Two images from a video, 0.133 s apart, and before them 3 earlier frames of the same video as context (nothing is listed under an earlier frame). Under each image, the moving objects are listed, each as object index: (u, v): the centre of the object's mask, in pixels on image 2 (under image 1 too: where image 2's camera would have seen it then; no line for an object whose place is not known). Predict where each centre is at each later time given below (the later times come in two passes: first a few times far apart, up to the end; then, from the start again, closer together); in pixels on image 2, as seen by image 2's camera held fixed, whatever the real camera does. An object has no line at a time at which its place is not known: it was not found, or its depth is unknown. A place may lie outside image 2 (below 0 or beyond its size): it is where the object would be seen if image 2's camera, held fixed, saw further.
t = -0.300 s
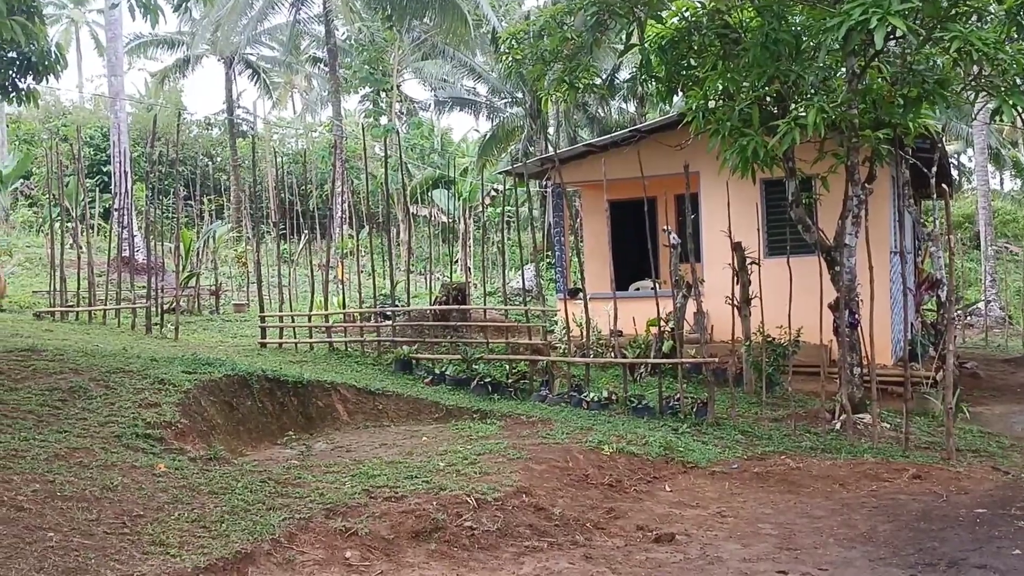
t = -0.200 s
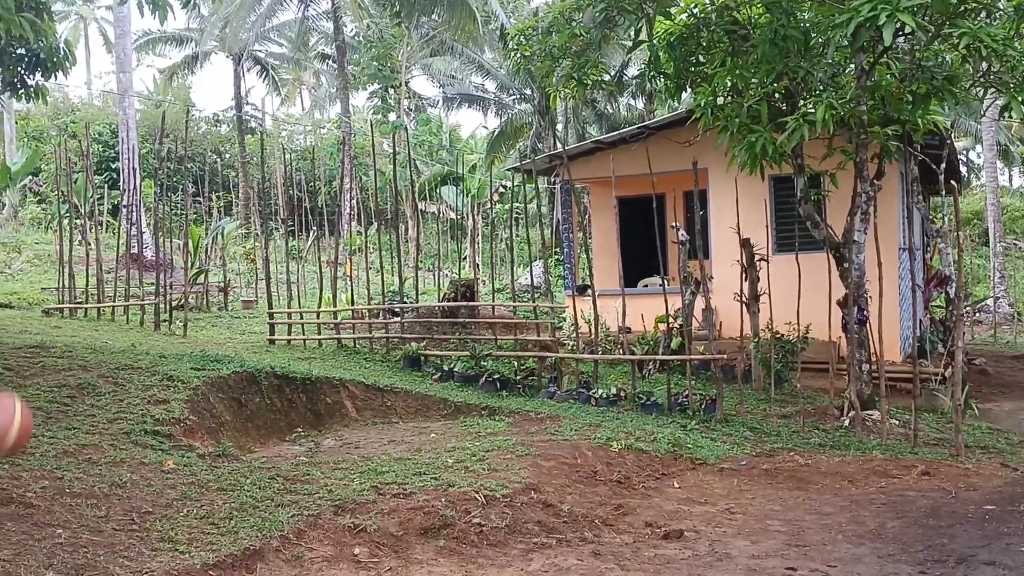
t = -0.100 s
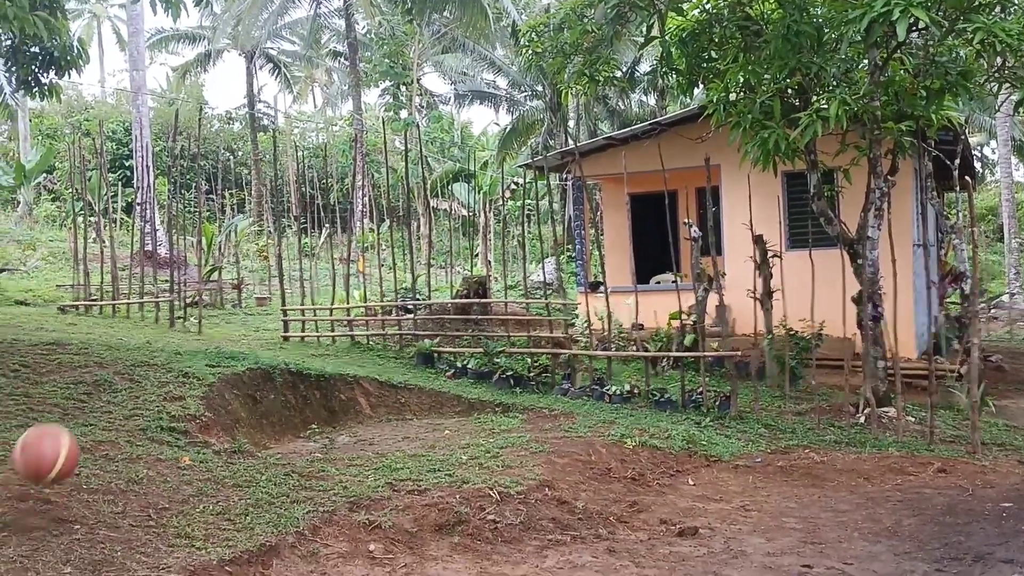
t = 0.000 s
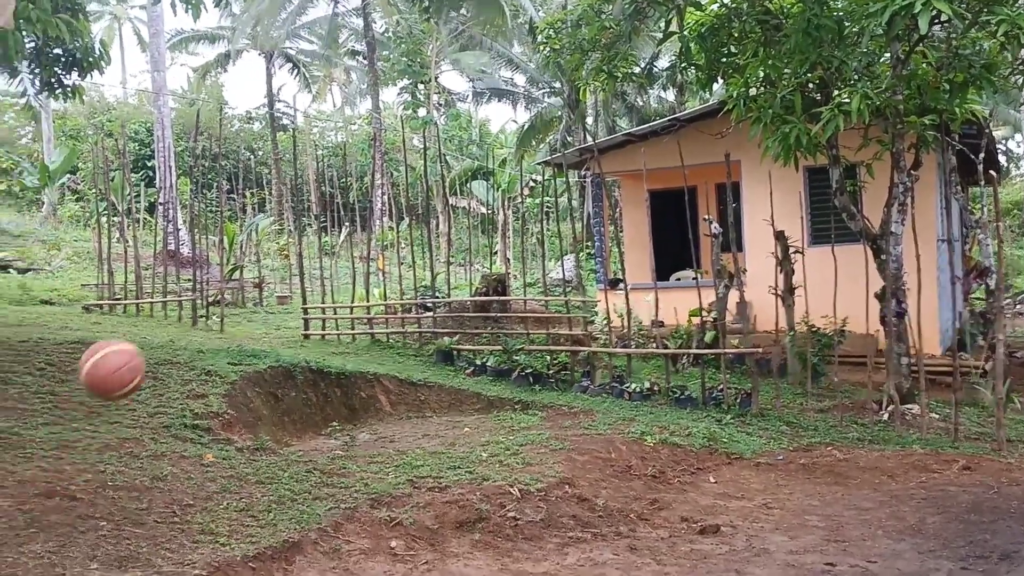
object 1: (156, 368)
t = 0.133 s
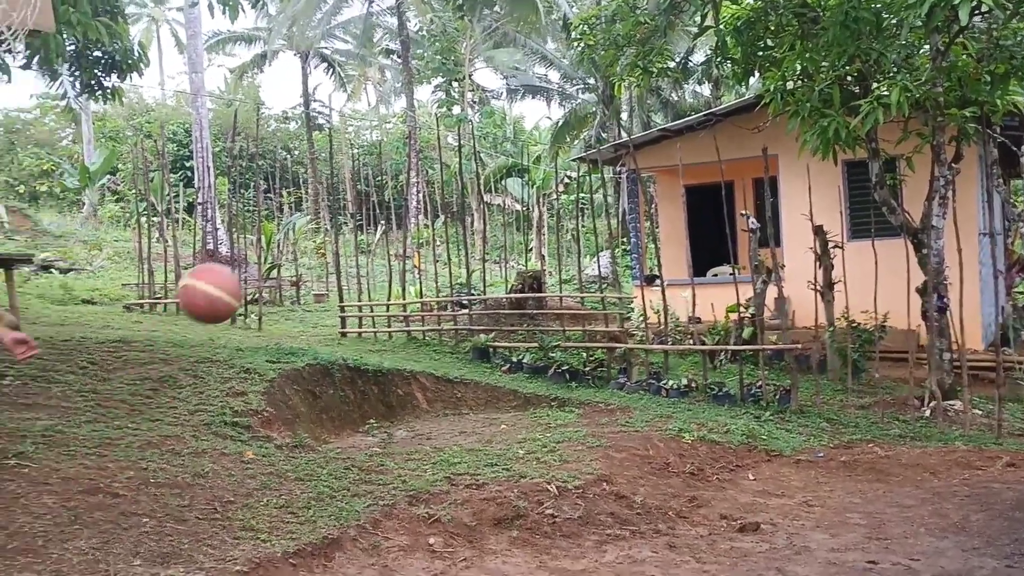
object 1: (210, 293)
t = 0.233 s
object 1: (253, 265)
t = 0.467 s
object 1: (366, 294)
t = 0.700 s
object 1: (492, 467)
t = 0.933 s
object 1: (606, 498)
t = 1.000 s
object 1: (634, 453)
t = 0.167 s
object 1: (225, 280)
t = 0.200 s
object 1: (238, 272)
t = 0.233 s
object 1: (253, 265)
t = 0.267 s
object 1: (268, 260)
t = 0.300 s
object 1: (282, 258)
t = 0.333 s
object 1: (300, 260)
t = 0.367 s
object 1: (315, 264)
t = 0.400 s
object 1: (333, 272)
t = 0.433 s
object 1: (350, 281)
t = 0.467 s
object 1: (366, 294)
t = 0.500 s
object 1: (384, 310)
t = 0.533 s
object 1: (402, 329)
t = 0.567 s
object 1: (420, 349)
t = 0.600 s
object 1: (437, 374)
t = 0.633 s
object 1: (455, 402)
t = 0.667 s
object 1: (474, 433)
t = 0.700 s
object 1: (492, 467)
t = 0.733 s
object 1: (512, 505)
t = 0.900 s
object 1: (592, 523)
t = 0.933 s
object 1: (606, 498)
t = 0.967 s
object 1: (619, 474)
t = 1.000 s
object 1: (634, 453)
